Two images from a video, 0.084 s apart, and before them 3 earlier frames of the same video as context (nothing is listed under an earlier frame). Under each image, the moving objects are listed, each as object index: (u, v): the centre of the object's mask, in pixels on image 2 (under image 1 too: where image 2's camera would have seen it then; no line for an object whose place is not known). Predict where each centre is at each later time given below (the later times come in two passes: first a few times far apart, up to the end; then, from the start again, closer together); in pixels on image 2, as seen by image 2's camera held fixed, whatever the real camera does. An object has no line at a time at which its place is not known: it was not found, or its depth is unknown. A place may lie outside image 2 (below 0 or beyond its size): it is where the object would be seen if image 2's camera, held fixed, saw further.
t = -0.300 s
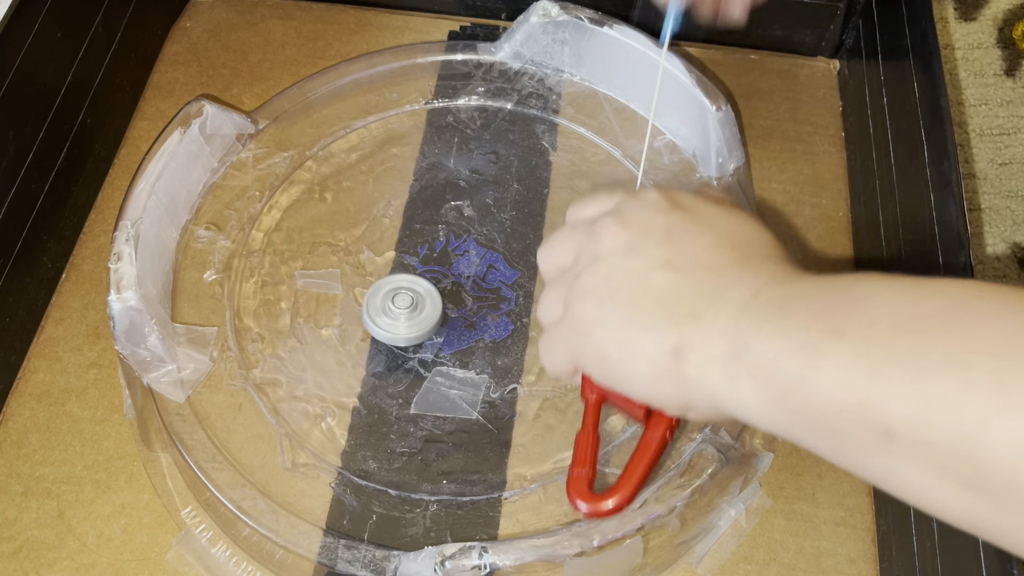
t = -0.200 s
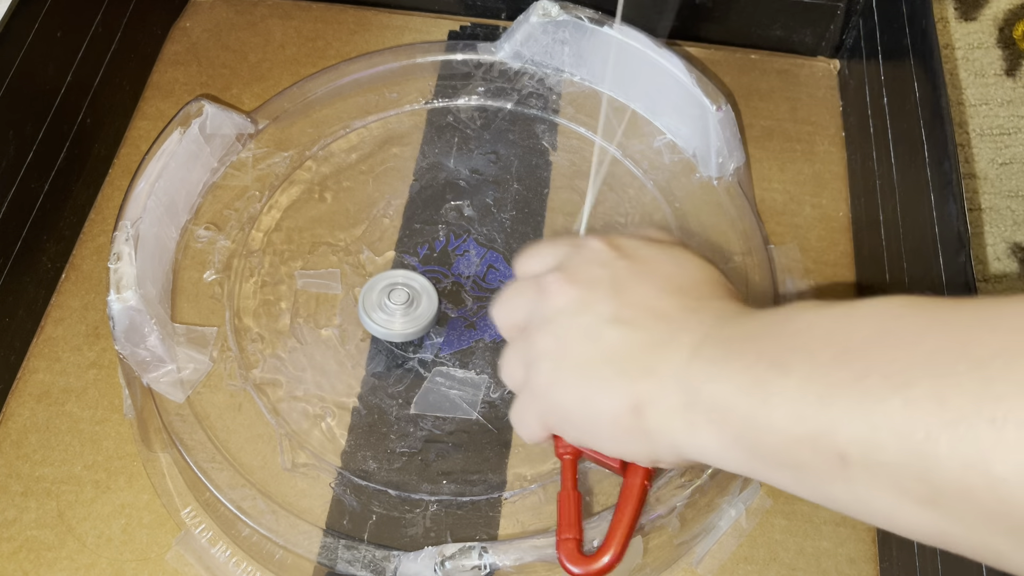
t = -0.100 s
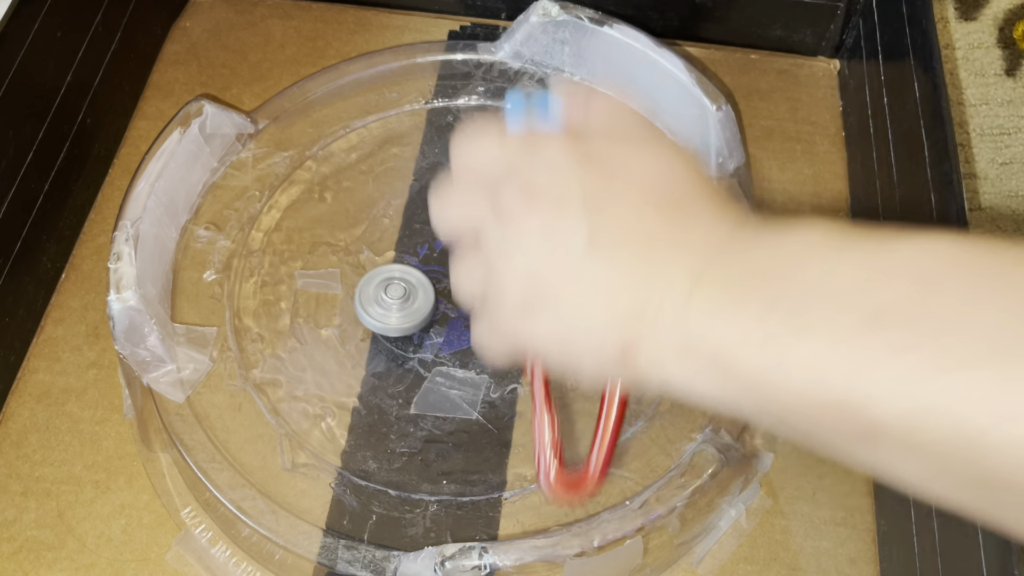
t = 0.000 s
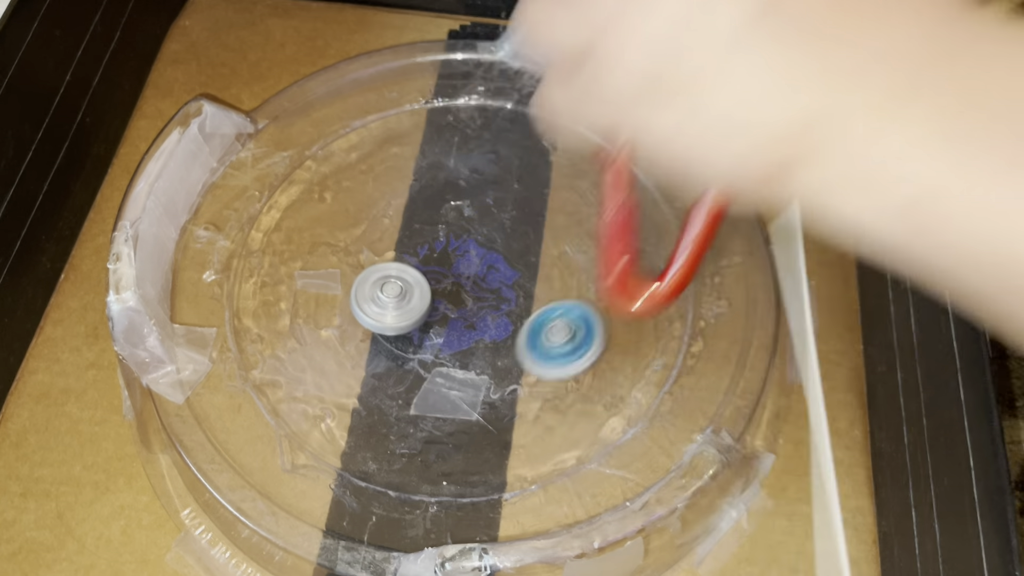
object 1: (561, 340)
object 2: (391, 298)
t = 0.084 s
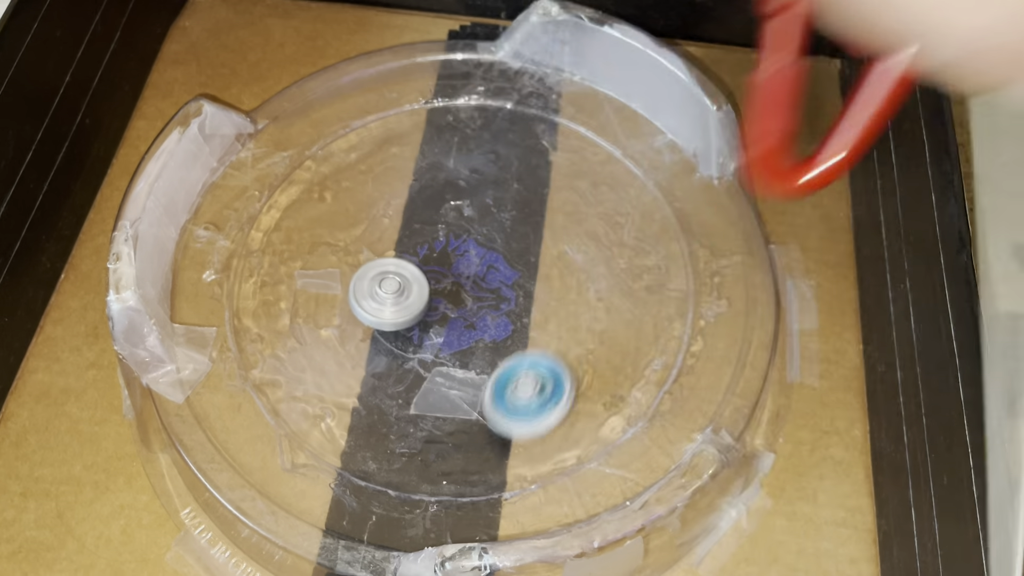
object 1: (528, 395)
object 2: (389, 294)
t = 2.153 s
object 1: (469, 395)
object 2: (550, 197)
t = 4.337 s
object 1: (510, 439)
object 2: (580, 320)
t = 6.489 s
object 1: (326, 178)
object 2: (252, 245)
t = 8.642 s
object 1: (443, 330)
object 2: (412, 412)
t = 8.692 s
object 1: (422, 346)
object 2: (426, 427)
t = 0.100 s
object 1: (523, 409)
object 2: (389, 294)
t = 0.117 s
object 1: (521, 422)
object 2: (389, 293)
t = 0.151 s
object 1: (517, 450)
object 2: (389, 292)
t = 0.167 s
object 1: (517, 464)
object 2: (389, 291)
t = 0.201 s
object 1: (521, 466)
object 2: (389, 289)
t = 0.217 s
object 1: (523, 467)
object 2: (389, 288)
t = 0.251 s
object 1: (527, 476)
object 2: (389, 287)
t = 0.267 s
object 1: (528, 480)
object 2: (389, 287)
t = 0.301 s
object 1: (528, 491)
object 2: (390, 285)
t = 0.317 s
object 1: (526, 488)
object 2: (391, 285)
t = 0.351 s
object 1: (520, 482)
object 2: (392, 283)
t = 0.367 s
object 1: (517, 479)
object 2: (392, 283)
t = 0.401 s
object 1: (511, 478)
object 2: (393, 282)
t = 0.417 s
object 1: (507, 479)
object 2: (394, 281)
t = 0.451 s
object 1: (500, 483)
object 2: (395, 279)
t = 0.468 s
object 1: (496, 486)
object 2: (396, 279)
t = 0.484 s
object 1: (491, 490)
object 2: (396, 278)
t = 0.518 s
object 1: (483, 498)
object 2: (398, 277)
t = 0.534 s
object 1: (479, 498)
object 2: (398, 276)
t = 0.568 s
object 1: (471, 497)
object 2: (399, 275)
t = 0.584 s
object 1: (467, 497)
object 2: (400, 275)
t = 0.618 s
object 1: (458, 500)
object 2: (401, 274)
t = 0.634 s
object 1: (455, 499)
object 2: (402, 273)
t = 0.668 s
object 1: (446, 497)
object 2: (402, 273)
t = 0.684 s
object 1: (443, 497)
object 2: (403, 272)
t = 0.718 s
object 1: (435, 498)
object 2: (403, 270)
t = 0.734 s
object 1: (432, 499)
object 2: (403, 268)
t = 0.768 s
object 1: (426, 500)
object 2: (404, 263)
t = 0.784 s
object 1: (424, 500)
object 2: (404, 261)
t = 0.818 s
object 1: (420, 499)
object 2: (404, 256)
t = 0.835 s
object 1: (419, 499)
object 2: (403, 254)
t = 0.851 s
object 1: (419, 498)
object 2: (403, 252)
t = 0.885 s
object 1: (420, 493)
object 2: (400, 249)
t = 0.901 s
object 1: (421, 489)
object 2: (399, 249)
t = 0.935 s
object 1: (425, 477)
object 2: (397, 249)
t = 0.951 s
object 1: (429, 471)
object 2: (397, 250)
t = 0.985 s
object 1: (436, 452)
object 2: (398, 250)
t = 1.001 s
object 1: (439, 439)
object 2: (398, 251)
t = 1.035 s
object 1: (448, 413)
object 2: (400, 252)
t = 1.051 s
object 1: (452, 398)
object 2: (401, 252)
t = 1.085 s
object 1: (453, 365)
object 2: (404, 253)
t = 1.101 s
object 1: (450, 349)
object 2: (406, 254)
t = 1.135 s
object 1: (439, 320)
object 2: (408, 252)
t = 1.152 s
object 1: (438, 326)
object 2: (404, 233)
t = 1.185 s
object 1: (437, 345)
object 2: (394, 188)
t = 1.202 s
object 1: (435, 352)
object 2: (391, 168)
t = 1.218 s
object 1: (430, 358)
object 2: (387, 148)
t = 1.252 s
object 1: (417, 368)
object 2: (382, 116)
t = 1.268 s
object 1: (412, 373)
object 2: (379, 106)
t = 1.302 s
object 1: (403, 387)
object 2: (375, 103)
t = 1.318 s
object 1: (402, 394)
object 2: (373, 106)
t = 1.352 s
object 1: (406, 408)
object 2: (363, 113)
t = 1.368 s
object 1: (411, 414)
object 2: (357, 120)
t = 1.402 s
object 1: (431, 421)
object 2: (345, 133)
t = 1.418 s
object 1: (444, 422)
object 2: (341, 140)
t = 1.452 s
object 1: (469, 414)
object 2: (334, 153)
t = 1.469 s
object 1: (483, 406)
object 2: (331, 159)
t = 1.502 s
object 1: (506, 381)
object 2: (328, 172)
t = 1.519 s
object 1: (513, 366)
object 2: (328, 178)
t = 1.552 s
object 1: (520, 333)
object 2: (328, 192)
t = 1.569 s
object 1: (520, 315)
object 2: (330, 198)
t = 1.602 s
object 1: (512, 280)
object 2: (335, 213)
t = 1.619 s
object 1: (504, 263)
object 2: (338, 219)
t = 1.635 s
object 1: (495, 249)
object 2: (343, 227)
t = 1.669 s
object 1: (466, 220)
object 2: (353, 240)
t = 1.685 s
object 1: (450, 208)
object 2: (358, 247)
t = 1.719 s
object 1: (412, 189)
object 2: (373, 260)
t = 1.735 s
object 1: (390, 181)
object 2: (380, 265)
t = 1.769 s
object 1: (340, 173)
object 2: (398, 274)
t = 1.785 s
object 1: (314, 173)
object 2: (407, 277)
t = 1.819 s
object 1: (266, 180)
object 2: (427, 281)
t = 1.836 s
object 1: (251, 193)
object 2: (437, 281)
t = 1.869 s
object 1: (229, 230)
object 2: (456, 281)
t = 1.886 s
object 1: (218, 252)
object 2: (466, 280)
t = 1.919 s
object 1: (206, 281)
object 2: (483, 276)
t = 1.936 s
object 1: (210, 297)
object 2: (492, 273)
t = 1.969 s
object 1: (225, 332)
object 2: (507, 265)
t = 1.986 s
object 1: (236, 347)
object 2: (514, 260)
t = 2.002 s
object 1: (250, 363)
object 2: (521, 255)
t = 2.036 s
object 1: (285, 392)
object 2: (533, 243)
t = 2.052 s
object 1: (308, 401)
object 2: (537, 237)
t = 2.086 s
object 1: (360, 412)
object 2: (544, 224)
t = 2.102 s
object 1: (387, 413)
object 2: (547, 217)
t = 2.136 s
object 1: (442, 404)
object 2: (549, 203)
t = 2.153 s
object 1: (469, 395)
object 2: (550, 197)
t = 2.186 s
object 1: (515, 366)
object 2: (548, 184)
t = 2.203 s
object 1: (535, 348)
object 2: (546, 179)
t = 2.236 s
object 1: (564, 306)
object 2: (540, 169)
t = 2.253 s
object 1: (573, 282)
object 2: (536, 165)
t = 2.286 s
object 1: (579, 235)
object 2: (527, 159)
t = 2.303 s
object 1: (578, 211)
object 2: (522, 157)
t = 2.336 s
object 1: (575, 176)
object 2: (501, 146)
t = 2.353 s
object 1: (571, 159)
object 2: (490, 140)
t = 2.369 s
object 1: (564, 141)
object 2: (479, 137)
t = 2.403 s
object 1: (544, 111)
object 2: (460, 134)
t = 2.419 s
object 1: (530, 99)
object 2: (452, 135)
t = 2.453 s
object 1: (484, 89)
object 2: (436, 142)
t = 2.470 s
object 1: (464, 87)
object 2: (424, 147)
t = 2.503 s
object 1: (439, 71)
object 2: (391, 155)
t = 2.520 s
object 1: (427, 67)
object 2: (374, 163)
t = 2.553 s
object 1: (404, 73)
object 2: (344, 181)
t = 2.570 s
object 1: (393, 82)
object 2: (332, 190)
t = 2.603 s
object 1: (372, 109)
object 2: (311, 211)
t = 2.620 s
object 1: (363, 126)
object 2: (303, 224)
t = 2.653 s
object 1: (349, 156)
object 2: (293, 248)
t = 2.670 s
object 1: (341, 165)
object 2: (292, 262)
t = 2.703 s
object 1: (329, 192)
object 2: (295, 288)
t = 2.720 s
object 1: (327, 204)
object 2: (302, 301)
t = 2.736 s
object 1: (328, 215)
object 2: (314, 313)
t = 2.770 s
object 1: (338, 238)
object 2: (344, 338)
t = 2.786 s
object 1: (348, 247)
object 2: (365, 349)
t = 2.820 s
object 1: (374, 265)
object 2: (411, 363)
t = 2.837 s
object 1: (390, 271)
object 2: (437, 367)
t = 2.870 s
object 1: (429, 279)
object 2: (490, 365)
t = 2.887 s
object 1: (448, 278)
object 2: (514, 360)
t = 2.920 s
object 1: (489, 271)
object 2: (560, 342)
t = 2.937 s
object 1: (508, 263)
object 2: (581, 330)
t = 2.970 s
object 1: (544, 242)
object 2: (617, 300)
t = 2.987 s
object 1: (560, 228)
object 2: (632, 283)
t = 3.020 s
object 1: (586, 197)
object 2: (654, 248)
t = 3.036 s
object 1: (596, 181)
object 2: (663, 232)
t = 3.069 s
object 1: (610, 144)
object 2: (664, 200)
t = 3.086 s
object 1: (605, 129)
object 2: (658, 190)
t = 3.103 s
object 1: (590, 109)
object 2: (656, 188)
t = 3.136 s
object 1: (552, 84)
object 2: (651, 193)
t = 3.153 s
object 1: (530, 81)
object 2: (648, 194)
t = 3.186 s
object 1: (490, 76)
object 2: (641, 195)
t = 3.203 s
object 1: (474, 77)
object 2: (636, 196)
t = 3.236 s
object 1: (445, 84)
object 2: (626, 197)
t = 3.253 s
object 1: (433, 90)
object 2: (621, 197)
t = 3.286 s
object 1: (409, 110)
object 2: (610, 199)
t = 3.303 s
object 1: (401, 122)
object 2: (604, 199)
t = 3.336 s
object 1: (388, 153)
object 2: (591, 201)
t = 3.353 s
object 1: (383, 171)
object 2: (584, 203)
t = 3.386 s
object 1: (382, 209)
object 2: (570, 207)
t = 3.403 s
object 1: (384, 228)
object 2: (563, 210)
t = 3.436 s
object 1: (397, 266)
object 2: (550, 216)
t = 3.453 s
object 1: (408, 285)
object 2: (544, 220)
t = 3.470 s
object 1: (420, 301)
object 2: (538, 224)
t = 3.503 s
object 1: (452, 330)
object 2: (528, 232)
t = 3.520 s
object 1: (471, 341)
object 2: (524, 237)
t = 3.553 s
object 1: (512, 356)
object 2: (516, 247)
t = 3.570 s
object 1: (534, 361)
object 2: (513, 253)
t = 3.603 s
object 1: (582, 362)
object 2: (507, 264)
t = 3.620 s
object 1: (605, 358)
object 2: (506, 270)
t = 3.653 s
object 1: (648, 348)
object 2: (504, 283)
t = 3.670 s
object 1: (668, 340)
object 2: (504, 289)
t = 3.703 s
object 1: (675, 312)
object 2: (507, 301)
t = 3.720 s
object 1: (675, 300)
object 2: (508, 306)
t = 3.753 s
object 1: (673, 278)
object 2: (513, 316)
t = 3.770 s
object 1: (674, 268)
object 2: (517, 322)
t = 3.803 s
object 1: (675, 249)
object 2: (524, 331)
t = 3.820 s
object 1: (675, 241)
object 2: (528, 335)
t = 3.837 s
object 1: (667, 230)
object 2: (533, 339)
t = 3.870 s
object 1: (647, 212)
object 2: (543, 345)
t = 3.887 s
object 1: (638, 205)
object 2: (548, 348)
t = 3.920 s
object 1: (618, 195)
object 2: (559, 352)
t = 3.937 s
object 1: (607, 191)
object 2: (564, 354)
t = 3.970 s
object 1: (578, 188)
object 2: (576, 356)
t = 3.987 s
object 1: (563, 190)
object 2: (580, 357)
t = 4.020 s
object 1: (533, 199)
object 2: (590, 357)
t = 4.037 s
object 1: (518, 207)
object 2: (595, 356)
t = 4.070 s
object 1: (492, 224)
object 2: (601, 354)
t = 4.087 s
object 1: (479, 235)
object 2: (604, 353)
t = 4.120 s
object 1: (458, 261)
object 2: (608, 349)
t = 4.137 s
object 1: (449, 275)
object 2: (609, 347)
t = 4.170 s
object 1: (437, 305)
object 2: (609, 343)
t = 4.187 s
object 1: (435, 321)
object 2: (608, 341)
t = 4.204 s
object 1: (435, 336)
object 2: (607, 339)
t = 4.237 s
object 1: (440, 367)
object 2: (603, 334)
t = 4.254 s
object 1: (447, 382)
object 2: (600, 331)
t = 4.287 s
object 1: (466, 409)
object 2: (593, 327)
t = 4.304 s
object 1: (479, 421)
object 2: (589, 324)
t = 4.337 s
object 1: (510, 439)
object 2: (580, 320)
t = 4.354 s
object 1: (526, 446)
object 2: (576, 319)
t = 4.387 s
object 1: (560, 451)
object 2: (566, 317)
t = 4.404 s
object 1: (574, 437)
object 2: (562, 317)
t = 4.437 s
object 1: (598, 413)
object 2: (552, 317)
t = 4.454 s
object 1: (609, 403)
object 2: (548, 317)
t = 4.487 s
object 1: (624, 385)
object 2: (537, 317)
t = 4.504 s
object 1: (629, 377)
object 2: (533, 317)
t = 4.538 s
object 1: (635, 363)
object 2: (522, 318)
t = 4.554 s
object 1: (635, 355)
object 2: (516, 319)
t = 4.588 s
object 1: (632, 334)
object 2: (505, 322)
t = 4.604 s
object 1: (627, 323)
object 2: (499, 324)
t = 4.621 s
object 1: (621, 312)
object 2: (493, 326)
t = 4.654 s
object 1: (602, 291)
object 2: (482, 330)
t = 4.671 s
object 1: (589, 282)
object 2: (477, 332)
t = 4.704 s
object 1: (558, 268)
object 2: (466, 338)
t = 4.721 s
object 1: (542, 264)
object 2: (461, 341)
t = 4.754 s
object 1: (506, 260)
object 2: (451, 347)
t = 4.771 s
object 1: (489, 261)
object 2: (446, 350)
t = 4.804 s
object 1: (453, 266)
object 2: (438, 357)
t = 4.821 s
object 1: (435, 271)
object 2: (434, 360)
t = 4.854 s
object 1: (402, 286)
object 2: (428, 367)
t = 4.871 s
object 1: (387, 294)
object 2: (425, 371)
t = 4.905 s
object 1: (360, 315)
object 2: (420, 377)
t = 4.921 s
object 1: (349, 327)
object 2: (418, 381)
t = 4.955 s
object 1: (332, 354)
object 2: (416, 386)
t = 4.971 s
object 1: (326, 368)
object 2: (416, 389)
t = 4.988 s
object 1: (323, 383)
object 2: (415, 391)
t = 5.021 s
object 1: (322, 413)
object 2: (416, 394)
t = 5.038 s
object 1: (323, 428)
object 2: (416, 395)
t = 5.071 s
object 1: (339, 443)
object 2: (419, 396)
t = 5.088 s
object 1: (356, 443)
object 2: (423, 394)
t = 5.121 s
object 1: (385, 432)
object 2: (441, 387)
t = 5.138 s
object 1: (398, 429)
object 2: (450, 386)
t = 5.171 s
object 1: (418, 424)
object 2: (474, 381)
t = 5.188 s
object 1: (417, 414)
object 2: (487, 379)
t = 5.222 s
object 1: (418, 402)
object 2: (515, 375)
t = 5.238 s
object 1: (419, 400)
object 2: (530, 370)
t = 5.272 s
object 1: (420, 399)
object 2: (553, 360)
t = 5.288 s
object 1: (419, 394)
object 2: (563, 354)
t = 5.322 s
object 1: (417, 386)
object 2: (578, 342)
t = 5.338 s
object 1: (416, 383)
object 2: (582, 336)
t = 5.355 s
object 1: (417, 382)
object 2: (584, 329)
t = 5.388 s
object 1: (415, 382)
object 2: (583, 317)
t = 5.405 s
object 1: (411, 383)
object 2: (578, 311)
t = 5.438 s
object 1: (401, 387)
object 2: (565, 300)
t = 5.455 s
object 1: (394, 389)
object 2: (555, 295)
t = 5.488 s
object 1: (378, 392)
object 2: (535, 286)
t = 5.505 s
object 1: (370, 395)
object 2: (523, 282)
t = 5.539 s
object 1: (351, 400)
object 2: (498, 276)
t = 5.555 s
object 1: (341, 404)
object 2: (484, 273)
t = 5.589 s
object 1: (320, 411)
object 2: (455, 269)
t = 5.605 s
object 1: (308, 415)
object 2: (438, 268)
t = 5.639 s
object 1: (300, 415)
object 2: (409, 268)
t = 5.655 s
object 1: (305, 412)
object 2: (393, 269)
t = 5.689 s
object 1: (314, 412)
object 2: (364, 274)
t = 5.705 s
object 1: (315, 412)
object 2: (349, 277)
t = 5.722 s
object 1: (316, 411)
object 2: (334, 281)
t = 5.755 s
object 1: (313, 407)
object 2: (308, 290)
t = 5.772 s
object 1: (310, 404)
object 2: (297, 295)
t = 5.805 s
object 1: (300, 398)
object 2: (278, 307)
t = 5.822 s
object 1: (295, 394)
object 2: (269, 314)
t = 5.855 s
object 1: (284, 393)
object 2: (255, 319)
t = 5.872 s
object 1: (278, 394)
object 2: (249, 319)
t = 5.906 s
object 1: (284, 391)
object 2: (238, 320)
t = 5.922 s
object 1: (294, 390)
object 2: (239, 322)
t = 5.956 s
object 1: (314, 388)
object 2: (249, 326)
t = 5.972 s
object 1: (331, 394)
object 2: (247, 319)
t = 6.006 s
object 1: (361, 403)
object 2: (244, 304)
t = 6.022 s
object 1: (375, 404)
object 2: (243, 298)
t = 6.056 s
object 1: (400, 399)
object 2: (243, 287)
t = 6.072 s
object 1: (412, 394)
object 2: (243, 283)
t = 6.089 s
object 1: (423, 386)
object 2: (243, 279)
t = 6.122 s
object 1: (440, 366)
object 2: (243, 271)
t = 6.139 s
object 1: (446, 355)
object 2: (243, 268)
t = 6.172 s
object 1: (453, 331)
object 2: (243, 263)
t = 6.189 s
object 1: (454, 320)
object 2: (244, 261)
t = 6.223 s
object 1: (451, 294)
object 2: (245, 258)
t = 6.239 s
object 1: (448, 283)
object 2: (245, 256)
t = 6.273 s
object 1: (438, 260)
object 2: (247, 253)
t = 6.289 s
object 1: (432, 251)
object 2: (248, 252)
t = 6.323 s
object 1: (416, 232)
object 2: (250, 250)
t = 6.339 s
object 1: (408, 224)
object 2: (251, 248)
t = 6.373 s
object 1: (389, 209)
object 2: (254, 246)
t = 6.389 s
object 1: (377, 203)
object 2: (255, 245)
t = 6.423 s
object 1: (354, 195)
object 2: (259, 243)
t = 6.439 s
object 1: (343, 192)
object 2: (261, 242)
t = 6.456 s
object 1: (332, 191)
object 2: (263, 241)
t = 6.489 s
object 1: (326, 178)
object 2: (252, 245)
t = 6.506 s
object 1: (333, 168)
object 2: (237, 249)
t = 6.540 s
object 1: (350, 156)
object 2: (213, 263)
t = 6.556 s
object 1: (360, 155)
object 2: (204, 270)
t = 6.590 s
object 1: (373, 156)
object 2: (217, 283)
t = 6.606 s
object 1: (376, 158)
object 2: (228, 293)
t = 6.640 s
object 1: (384, 159)
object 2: (253, 309)
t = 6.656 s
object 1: (389, 159)
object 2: (267, 314)
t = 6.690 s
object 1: (399, 156)
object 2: (297, 323)
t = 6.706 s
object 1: (405, 154)
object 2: (313, 326)
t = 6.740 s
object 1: (418, 148)
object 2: (347, 328)
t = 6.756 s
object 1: (425, 145)
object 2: (364, 326)
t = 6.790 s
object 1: (437, 137)
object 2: (398, 316)
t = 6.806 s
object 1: (443, 133)
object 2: (414, 307)
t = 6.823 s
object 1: (449, 128)
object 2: (427, 297)
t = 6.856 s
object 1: (461, 118)
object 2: (451, 272)
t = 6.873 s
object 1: (466, 113)
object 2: (461, 259)
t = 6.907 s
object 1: (479, 104)
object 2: (477, 231)
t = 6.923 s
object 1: (485, 99)
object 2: (483, 216)
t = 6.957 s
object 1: (490, 99)
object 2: (493, 189)
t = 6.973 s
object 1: (491, 101)
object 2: (496, 178)
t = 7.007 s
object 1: (488, 94)
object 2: (499, 176)
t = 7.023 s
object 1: (486, 79)
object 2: (500, 185)
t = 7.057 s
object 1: (482, 59)
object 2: (500, 202)
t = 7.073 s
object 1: (466, 52)
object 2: (501, 207)
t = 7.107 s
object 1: (431, 48)
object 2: (502, 218)
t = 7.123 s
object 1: (412, 50)
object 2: (503, 223)
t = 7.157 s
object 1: (381, 62)
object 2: (504, 231)
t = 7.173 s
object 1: (373, 65)
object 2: (505, 235)
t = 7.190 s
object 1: (366, 70)
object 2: (507, 236)
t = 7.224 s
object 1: (356, 82)
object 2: (511, 239)
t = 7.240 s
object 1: (352, 89)
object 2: (513, 240)
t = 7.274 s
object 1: (345, 105)
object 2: (518, 241)
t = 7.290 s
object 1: (343, 114)
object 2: (520, 241)
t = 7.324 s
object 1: (340, 135)
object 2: (525, 241)
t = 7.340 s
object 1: (341, 145)
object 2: (527, 240)
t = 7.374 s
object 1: (342, 166)
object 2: (533, 239)
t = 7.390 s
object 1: (343, 177)
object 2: (536, 237)
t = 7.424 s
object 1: (347, 201)
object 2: (543, 235)
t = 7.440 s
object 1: (349, 212)
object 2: (546, 233)
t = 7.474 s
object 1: (357, 234)
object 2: (553, 230)
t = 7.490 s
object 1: (363, 246)
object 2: (557, 228)
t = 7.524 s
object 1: (376, 267)
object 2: (563, 224)
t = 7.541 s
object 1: (383, 278)
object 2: (567, 221)
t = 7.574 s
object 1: (398, 297)
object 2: (573, 217)
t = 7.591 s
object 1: (407, 306)
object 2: (576, 215)
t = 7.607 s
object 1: (416, 314)
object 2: (578, 213)
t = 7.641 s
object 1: (435, 331)
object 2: (582, 209)
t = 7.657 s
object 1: (446, 337)
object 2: (583, 208)
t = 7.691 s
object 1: (467, 350)
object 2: (585, 206)
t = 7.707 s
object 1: (478, 356)
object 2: (585, 205)
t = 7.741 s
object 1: (500, 365)
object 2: (584, 204)
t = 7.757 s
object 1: (512, 369)
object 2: (584, 204)
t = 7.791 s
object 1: (535, 374)
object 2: (582, 205)
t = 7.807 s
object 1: (547, 376)
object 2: (581, 205)
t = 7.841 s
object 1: (571, 377)
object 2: (578, 208)
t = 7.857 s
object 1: (582, 376)
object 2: (575, 209)
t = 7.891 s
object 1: (603, 373)
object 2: (571, 212)
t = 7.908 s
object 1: (614, 371)
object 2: (569, 214)
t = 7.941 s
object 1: (633, 367)
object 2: (565, 218)
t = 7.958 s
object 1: (642, 365)
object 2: (563, 220)
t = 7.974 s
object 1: (651, 362)
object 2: (562, 222)
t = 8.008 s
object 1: (664, 352)
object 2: (560, 227)
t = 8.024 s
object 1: (664, 342)
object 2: (559, 230)
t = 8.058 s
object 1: (659, 324)
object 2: (557, 235)
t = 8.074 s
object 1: (658, 317)
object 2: (556, 238)
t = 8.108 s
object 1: (653, 304)
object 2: (553, 243)
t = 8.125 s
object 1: (648, 297)
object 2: (553, 247)
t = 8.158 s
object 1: (636, 286)
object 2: (551, 253)
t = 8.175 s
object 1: (630, 280)
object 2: (549, 256)
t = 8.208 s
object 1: (632, 276)
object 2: (529, 255)
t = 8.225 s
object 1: (634, 275)
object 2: (515, 253)
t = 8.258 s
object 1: (631, 269)
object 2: (489, 252)
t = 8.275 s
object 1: (627, 266)
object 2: (477, 252)
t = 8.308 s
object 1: (614, 263)
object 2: (455, 254)
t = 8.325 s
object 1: (605, 262)
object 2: (444, 256)
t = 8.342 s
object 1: (597, 262)
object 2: (436, 259)
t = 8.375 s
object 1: (579, 265)
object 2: (420, 270)
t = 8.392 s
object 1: (570, 267)
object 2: (414, 277)
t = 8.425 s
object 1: (551, 272)
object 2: (403, 295)
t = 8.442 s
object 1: (542, 276)
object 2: (400, 305)
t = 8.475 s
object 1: (524, 283)
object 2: (394, 325)
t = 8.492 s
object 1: (515, 287)
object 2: (393, 336)
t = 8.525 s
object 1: (498, 296)
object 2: (393, 357)
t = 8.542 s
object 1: (490, 301)
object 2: (394, 366)
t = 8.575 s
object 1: (474, 311)
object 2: (398, 384)
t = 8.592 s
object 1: (466, 316)
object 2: (400, 392)
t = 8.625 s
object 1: (450, 325)
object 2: (408, 405)
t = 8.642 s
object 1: (443, 330)
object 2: (412, 412)
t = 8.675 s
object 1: (429, 340)
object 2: (421, 422)
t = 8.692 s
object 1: (422, 346)
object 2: (426, 427)
